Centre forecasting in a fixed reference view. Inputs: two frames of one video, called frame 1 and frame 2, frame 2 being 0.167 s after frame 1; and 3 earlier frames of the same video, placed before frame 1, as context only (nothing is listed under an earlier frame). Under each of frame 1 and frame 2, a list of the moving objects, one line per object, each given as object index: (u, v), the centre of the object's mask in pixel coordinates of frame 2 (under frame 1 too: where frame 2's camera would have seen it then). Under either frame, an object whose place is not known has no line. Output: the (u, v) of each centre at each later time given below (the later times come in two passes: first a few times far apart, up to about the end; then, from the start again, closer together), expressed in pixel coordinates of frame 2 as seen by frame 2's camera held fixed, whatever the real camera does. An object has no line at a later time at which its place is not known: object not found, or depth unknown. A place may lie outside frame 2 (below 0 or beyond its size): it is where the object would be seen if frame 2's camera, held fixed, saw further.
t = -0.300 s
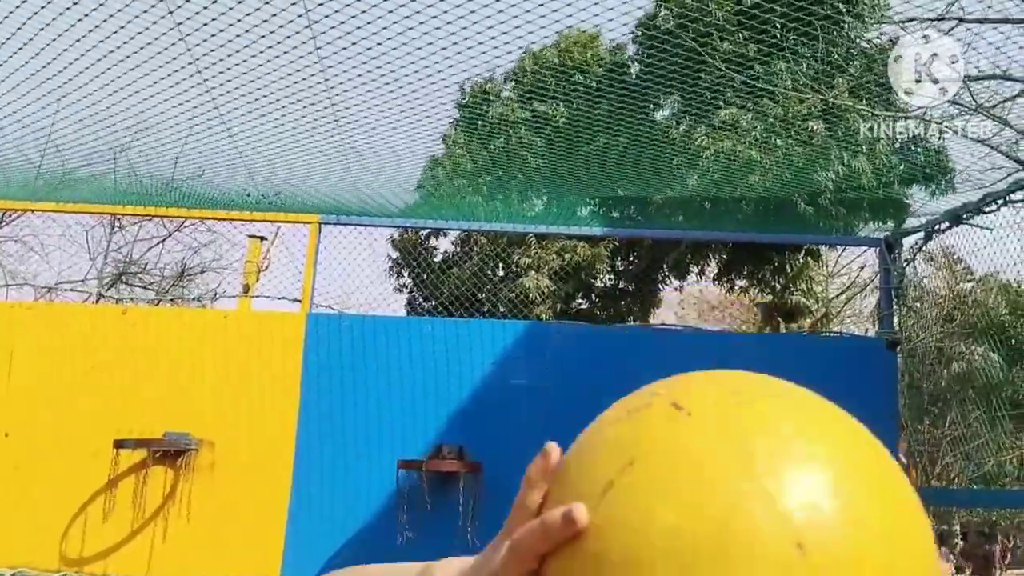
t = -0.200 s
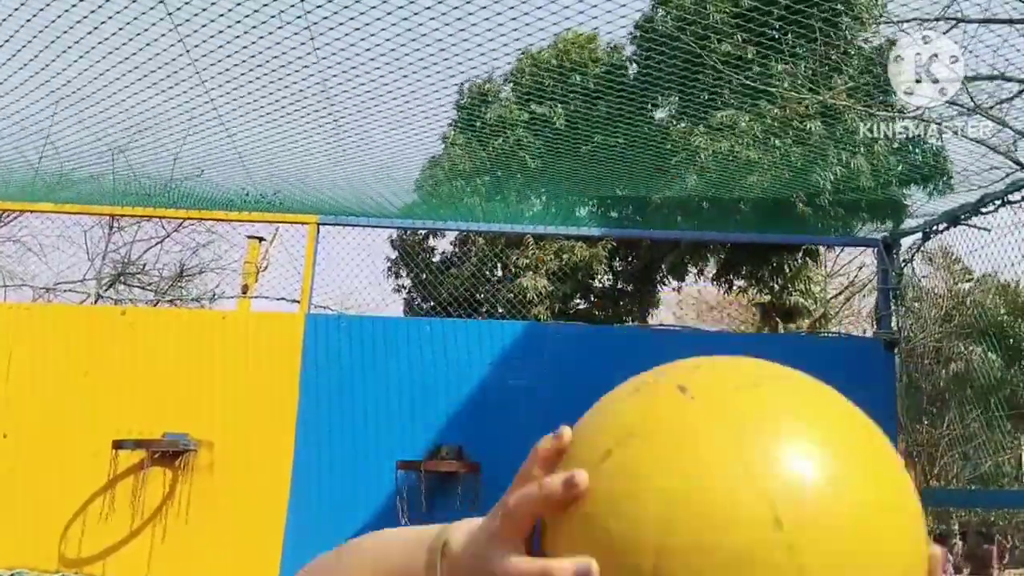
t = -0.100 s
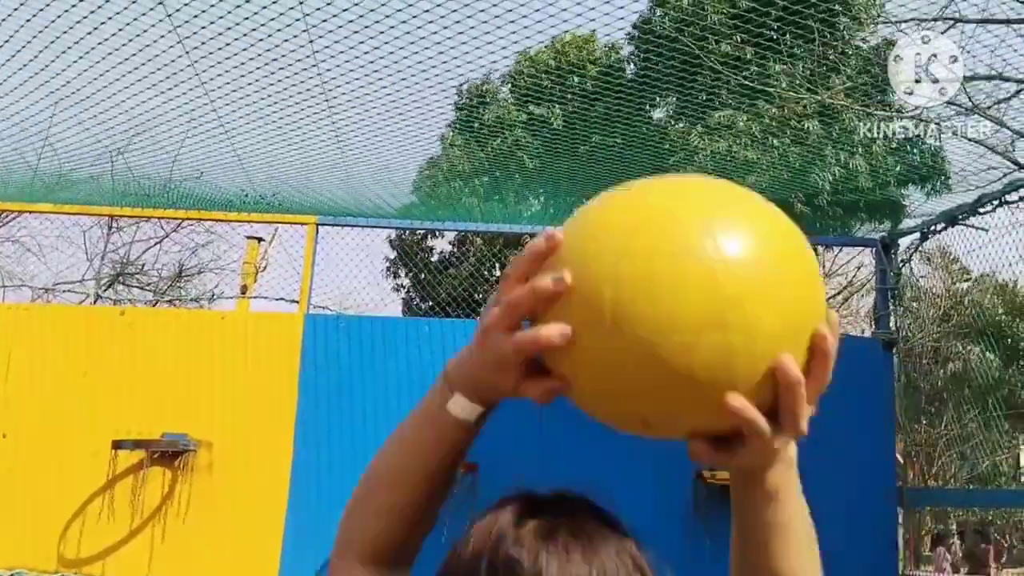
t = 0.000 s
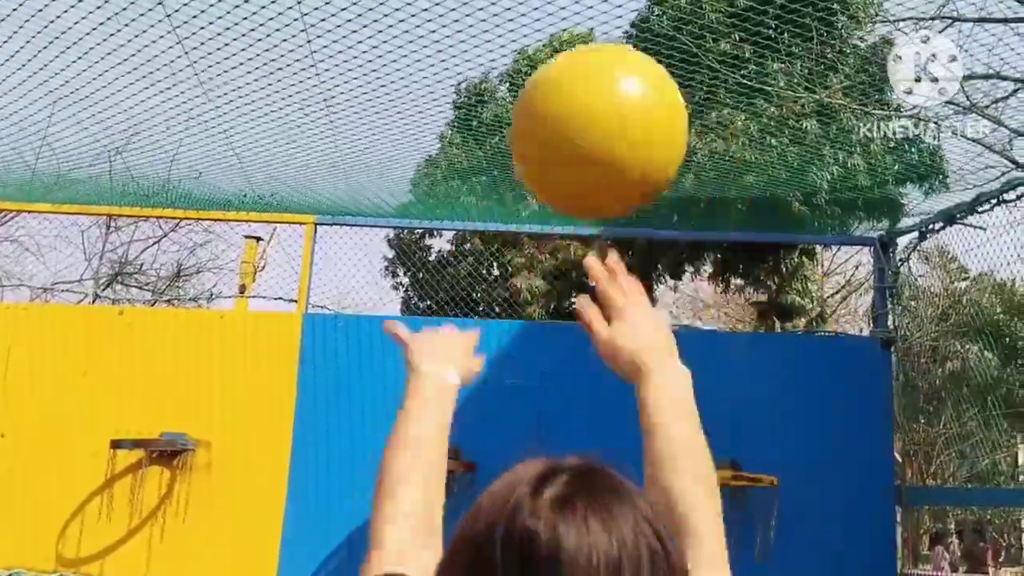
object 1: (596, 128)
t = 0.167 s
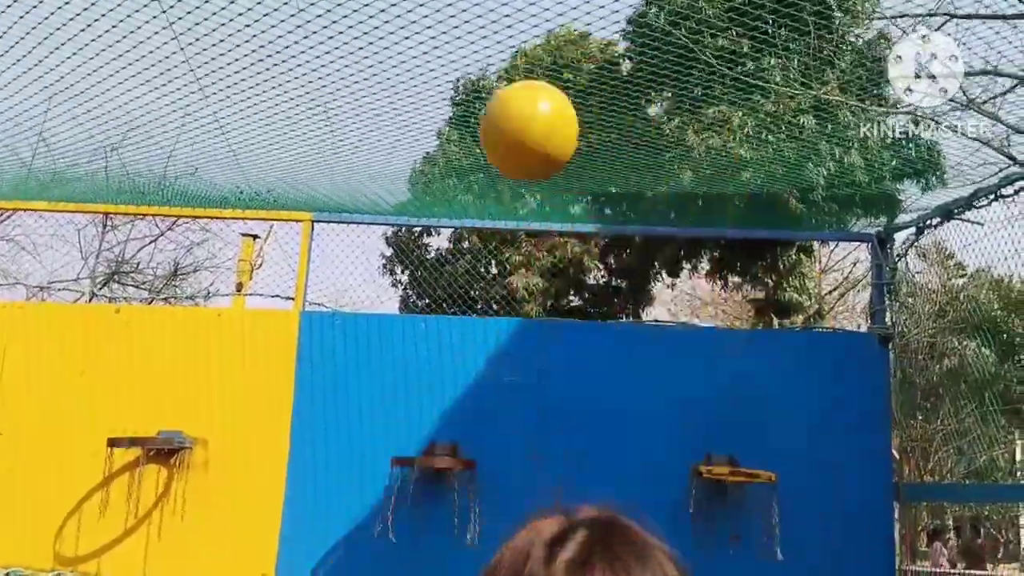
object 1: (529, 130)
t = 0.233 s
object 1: (515, 161)
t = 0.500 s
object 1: (480, 336)
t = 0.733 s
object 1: (417, 422)
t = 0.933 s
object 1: (292, 378)
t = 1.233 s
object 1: (17, 525)
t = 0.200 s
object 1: (522, 144)
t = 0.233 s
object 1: (515, 161)
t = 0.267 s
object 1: (509, 179)
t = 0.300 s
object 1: (504, 199)
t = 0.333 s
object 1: (499, 219)
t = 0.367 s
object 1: (494, 241)
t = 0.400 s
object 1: (491, 264)
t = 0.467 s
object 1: (483, 311)
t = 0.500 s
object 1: (480, 336)
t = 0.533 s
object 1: (476, 360)
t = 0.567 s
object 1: (474, 387)
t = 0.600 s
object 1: (470, 412)
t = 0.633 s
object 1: (464, 427)
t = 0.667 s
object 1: (457, 439)
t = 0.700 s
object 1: (436, 434)
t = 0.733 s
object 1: (417, 422)
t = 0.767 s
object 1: (399, 407)
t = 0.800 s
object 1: (379, 396)
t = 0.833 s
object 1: (358, 387)
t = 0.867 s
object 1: (337, 381)
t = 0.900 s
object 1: (315, 379)
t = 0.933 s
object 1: (292, 378)
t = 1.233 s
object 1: (17, 525)
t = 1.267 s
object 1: (-6, 560)
